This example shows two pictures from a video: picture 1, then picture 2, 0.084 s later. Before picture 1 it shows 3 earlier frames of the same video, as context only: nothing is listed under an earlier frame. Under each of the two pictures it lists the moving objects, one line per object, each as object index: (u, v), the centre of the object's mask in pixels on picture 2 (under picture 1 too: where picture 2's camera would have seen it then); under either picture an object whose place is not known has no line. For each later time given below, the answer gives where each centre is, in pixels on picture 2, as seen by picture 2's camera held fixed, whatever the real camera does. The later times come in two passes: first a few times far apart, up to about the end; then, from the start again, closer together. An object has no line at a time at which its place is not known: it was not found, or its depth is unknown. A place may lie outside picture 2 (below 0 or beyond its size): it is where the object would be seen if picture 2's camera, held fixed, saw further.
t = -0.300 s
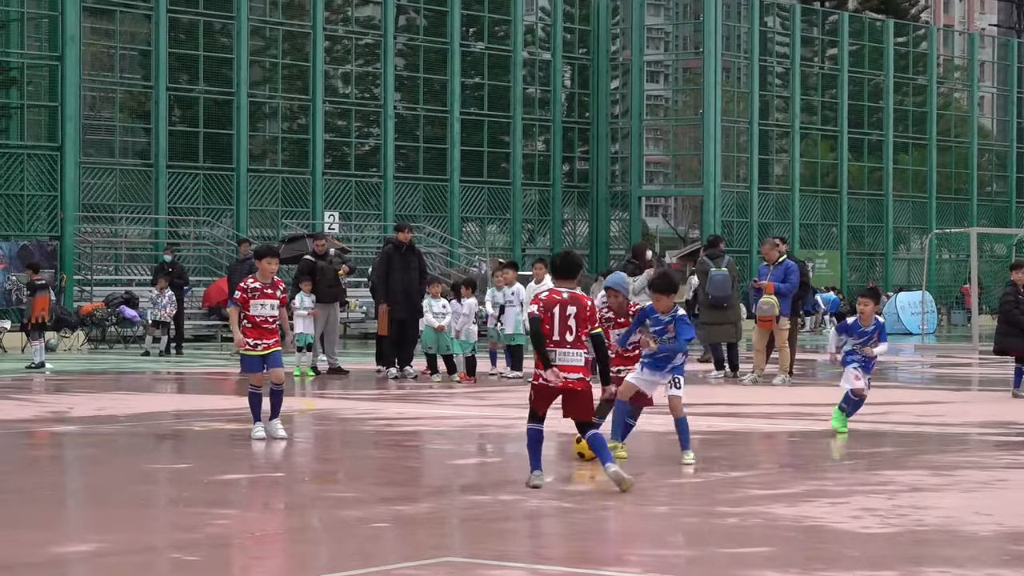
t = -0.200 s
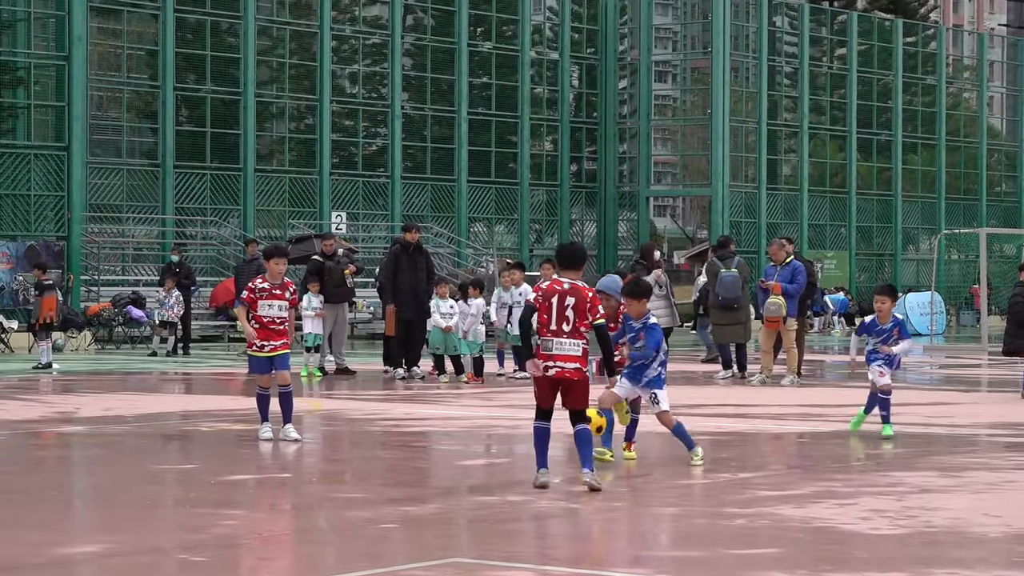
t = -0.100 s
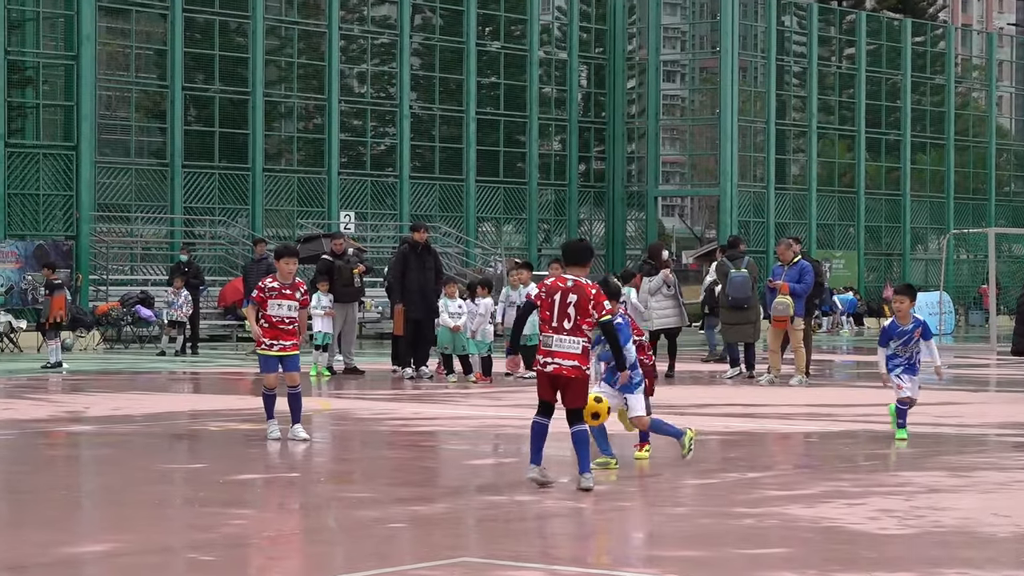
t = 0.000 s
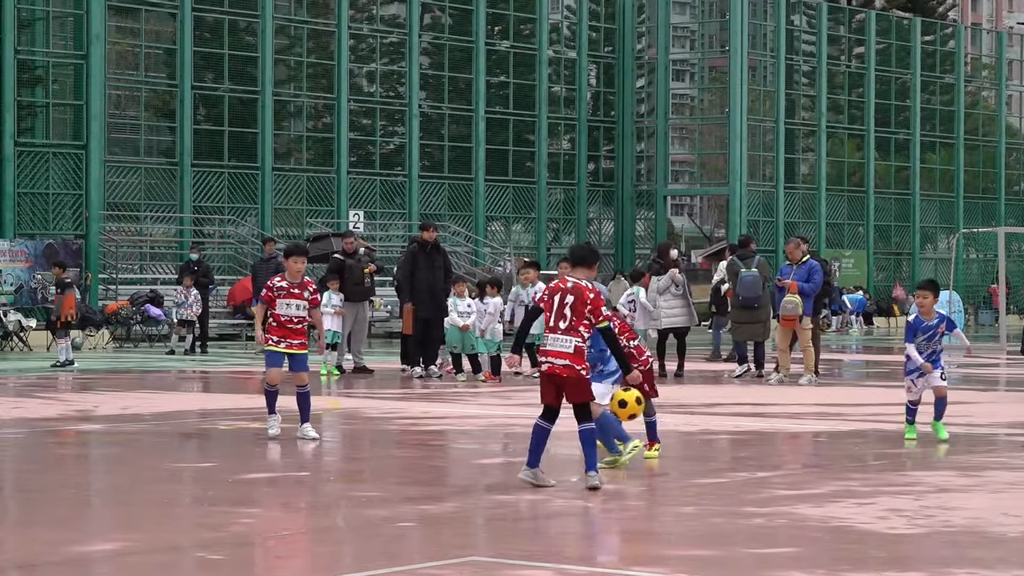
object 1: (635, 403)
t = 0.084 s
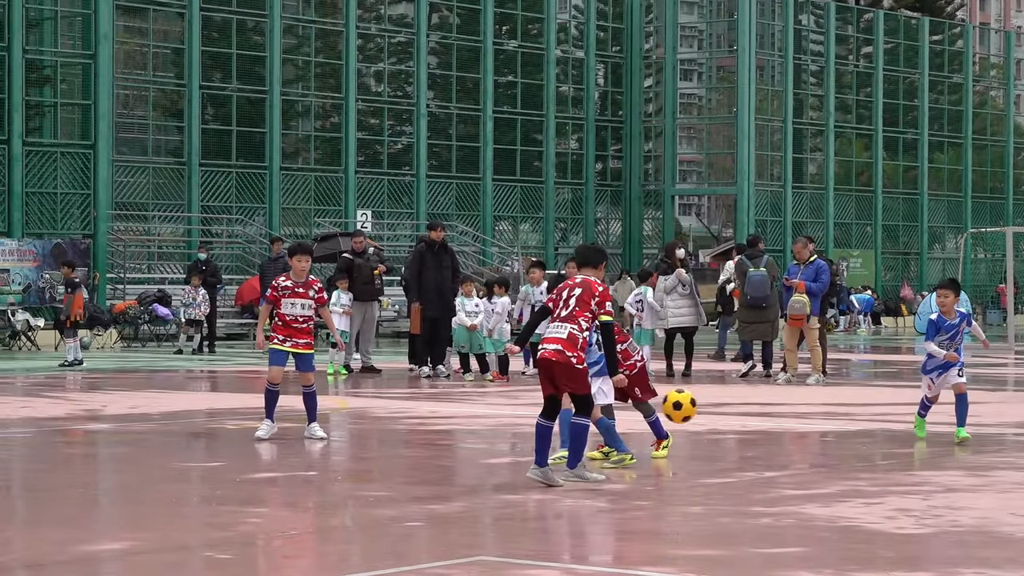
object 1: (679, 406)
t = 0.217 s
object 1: (758, 436)
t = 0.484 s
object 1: (874, 470)
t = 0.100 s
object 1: (689, 408)
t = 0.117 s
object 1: (698, 411)
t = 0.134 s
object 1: (708, 413)
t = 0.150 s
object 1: (718, 417)
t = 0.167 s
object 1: (728, 421)
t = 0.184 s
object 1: (738, 426)
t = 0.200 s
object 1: (748, 431)
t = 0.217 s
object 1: (758, 436)
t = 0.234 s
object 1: (768, 442)
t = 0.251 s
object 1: (777, 448)
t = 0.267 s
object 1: (787, 456)
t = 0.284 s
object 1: (797, 463)
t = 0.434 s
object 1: (860, 474)
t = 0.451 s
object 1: (865, 472)
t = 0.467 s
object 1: (870, 471)
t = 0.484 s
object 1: (874, 470)
